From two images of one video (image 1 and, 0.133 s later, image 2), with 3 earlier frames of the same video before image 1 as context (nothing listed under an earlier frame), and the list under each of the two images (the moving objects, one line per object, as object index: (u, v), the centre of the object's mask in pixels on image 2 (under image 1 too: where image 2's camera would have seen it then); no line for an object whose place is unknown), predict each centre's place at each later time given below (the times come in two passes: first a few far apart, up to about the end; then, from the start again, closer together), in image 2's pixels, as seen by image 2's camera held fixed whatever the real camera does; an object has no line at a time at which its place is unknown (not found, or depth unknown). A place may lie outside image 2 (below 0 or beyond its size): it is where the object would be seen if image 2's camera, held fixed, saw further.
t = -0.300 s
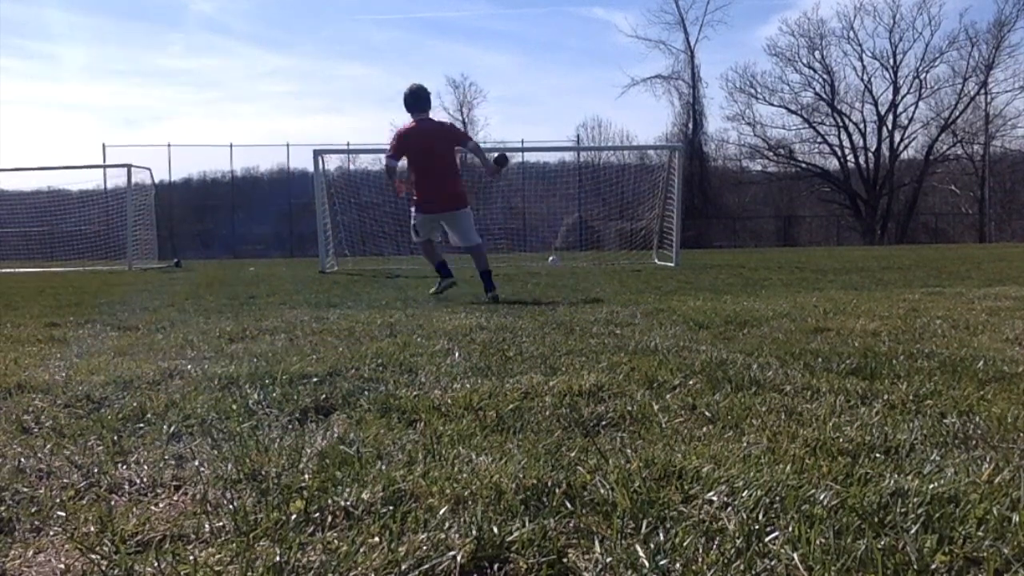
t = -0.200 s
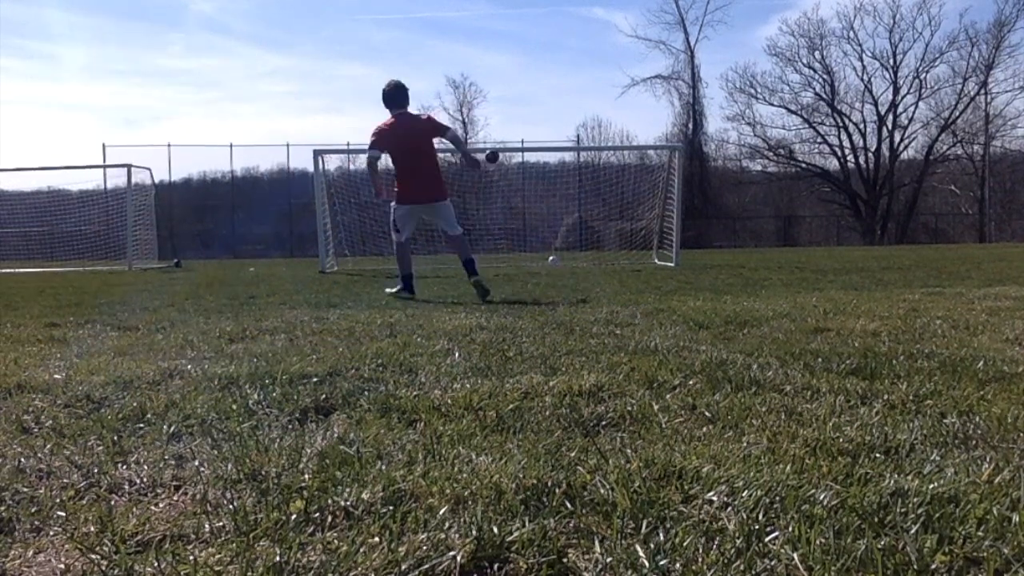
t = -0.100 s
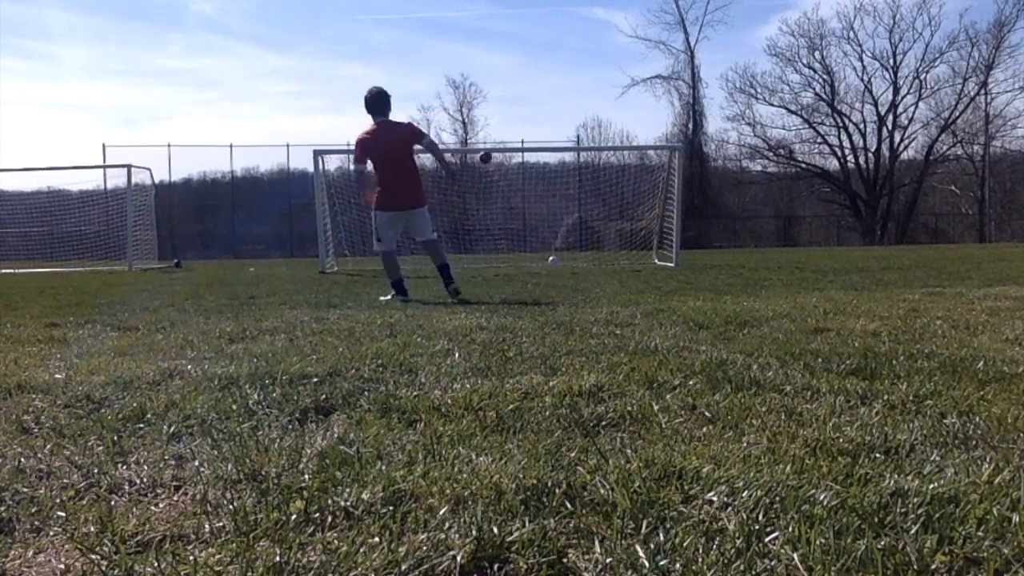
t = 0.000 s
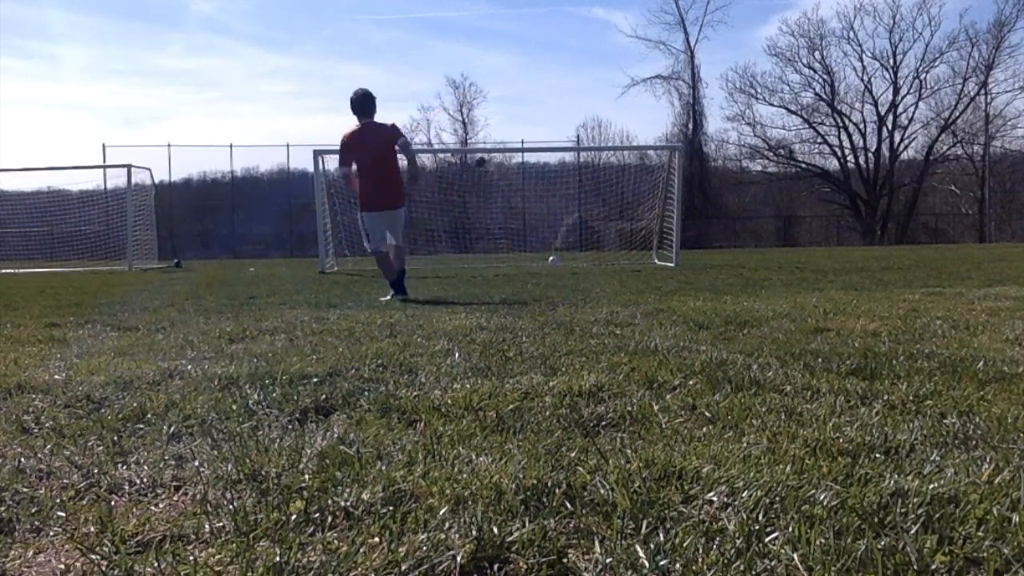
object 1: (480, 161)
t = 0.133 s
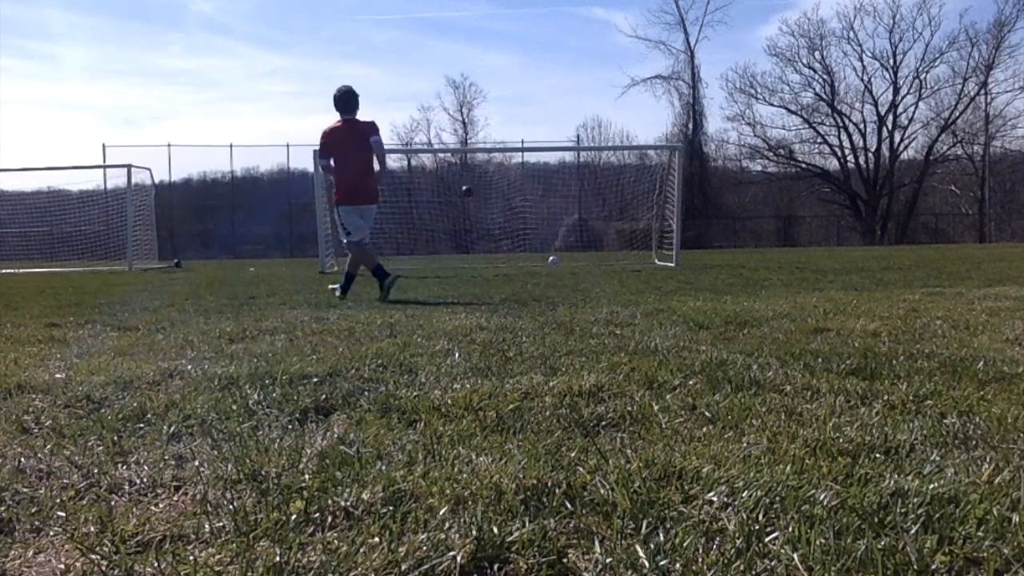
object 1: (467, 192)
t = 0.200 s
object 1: (460, 210)
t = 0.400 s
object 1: (443, 259)
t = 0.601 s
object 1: (436, 229)
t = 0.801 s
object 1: (432, 226)
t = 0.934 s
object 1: (429, 236)
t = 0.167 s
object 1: (463, 201)
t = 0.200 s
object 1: (460, 210)
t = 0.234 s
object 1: (456, 220)
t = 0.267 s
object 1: (454, 231)
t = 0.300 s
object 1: (450, 241)
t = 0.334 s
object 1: (447, 253)
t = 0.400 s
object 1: (443, 259)
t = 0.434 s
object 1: (442, 252)
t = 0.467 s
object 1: (441, 246)
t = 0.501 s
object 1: (439, 240)
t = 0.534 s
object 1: (435, 236)
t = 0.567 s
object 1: (438, 232)
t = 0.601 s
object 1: (436, 229)
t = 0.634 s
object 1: (436, 228)
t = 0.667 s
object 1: (435, 225)
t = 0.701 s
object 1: (434, 225)
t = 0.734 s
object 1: (433, 225)
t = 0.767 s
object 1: (433, 226)
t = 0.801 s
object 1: (432, 226)
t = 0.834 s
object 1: (431, 228)
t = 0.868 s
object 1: (430, 231)
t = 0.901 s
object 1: (429, 233)
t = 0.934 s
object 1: (429, 236)
